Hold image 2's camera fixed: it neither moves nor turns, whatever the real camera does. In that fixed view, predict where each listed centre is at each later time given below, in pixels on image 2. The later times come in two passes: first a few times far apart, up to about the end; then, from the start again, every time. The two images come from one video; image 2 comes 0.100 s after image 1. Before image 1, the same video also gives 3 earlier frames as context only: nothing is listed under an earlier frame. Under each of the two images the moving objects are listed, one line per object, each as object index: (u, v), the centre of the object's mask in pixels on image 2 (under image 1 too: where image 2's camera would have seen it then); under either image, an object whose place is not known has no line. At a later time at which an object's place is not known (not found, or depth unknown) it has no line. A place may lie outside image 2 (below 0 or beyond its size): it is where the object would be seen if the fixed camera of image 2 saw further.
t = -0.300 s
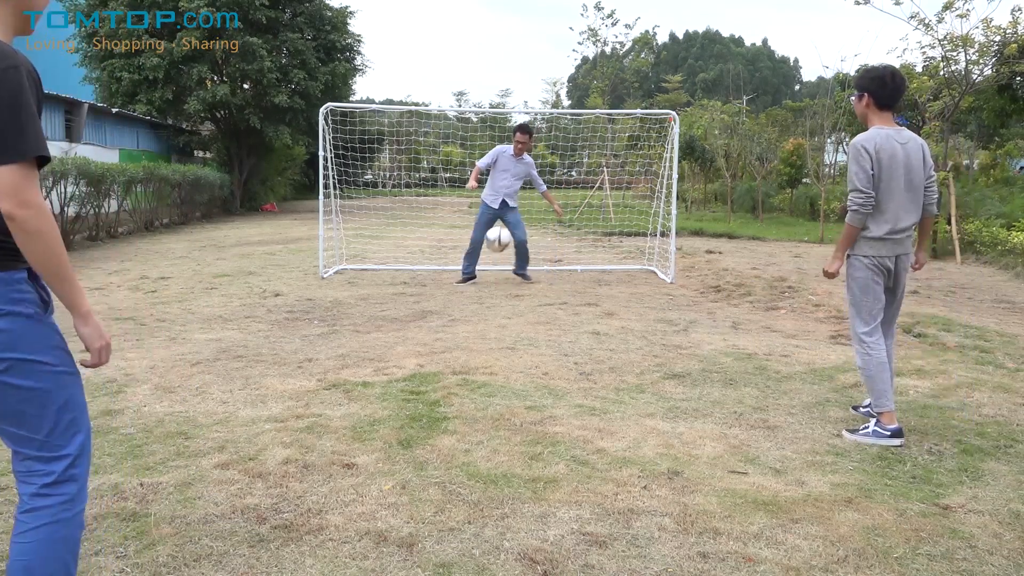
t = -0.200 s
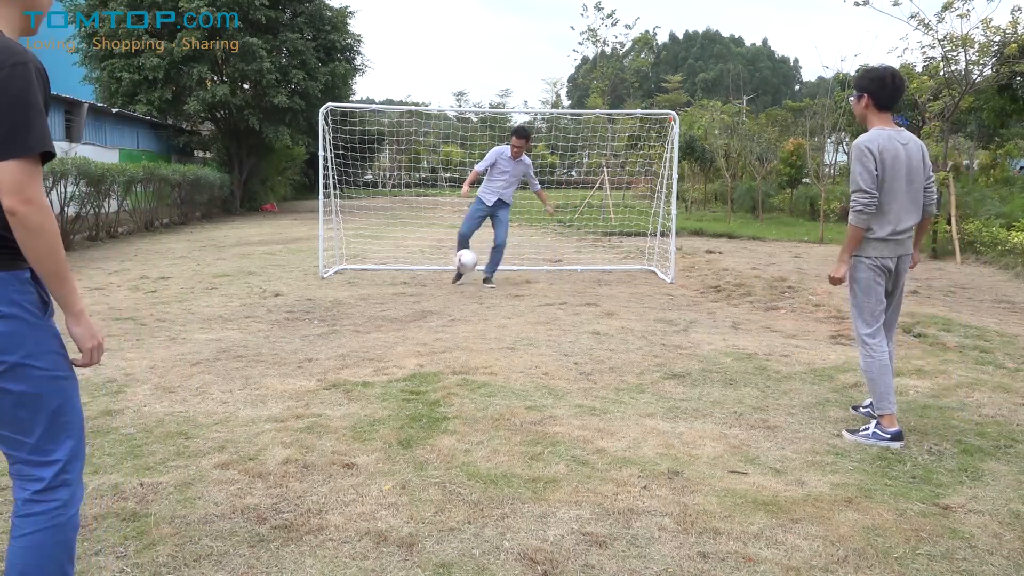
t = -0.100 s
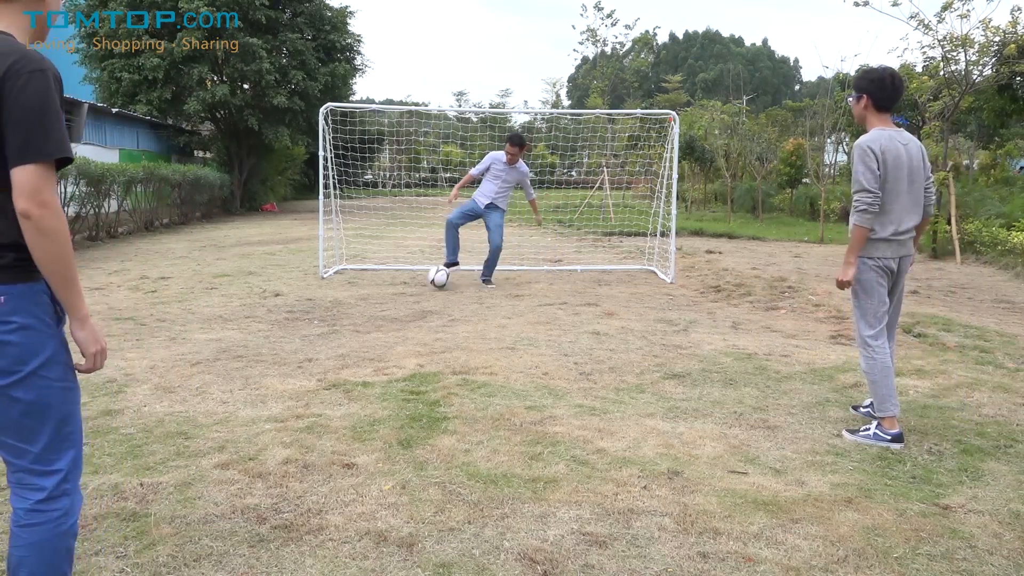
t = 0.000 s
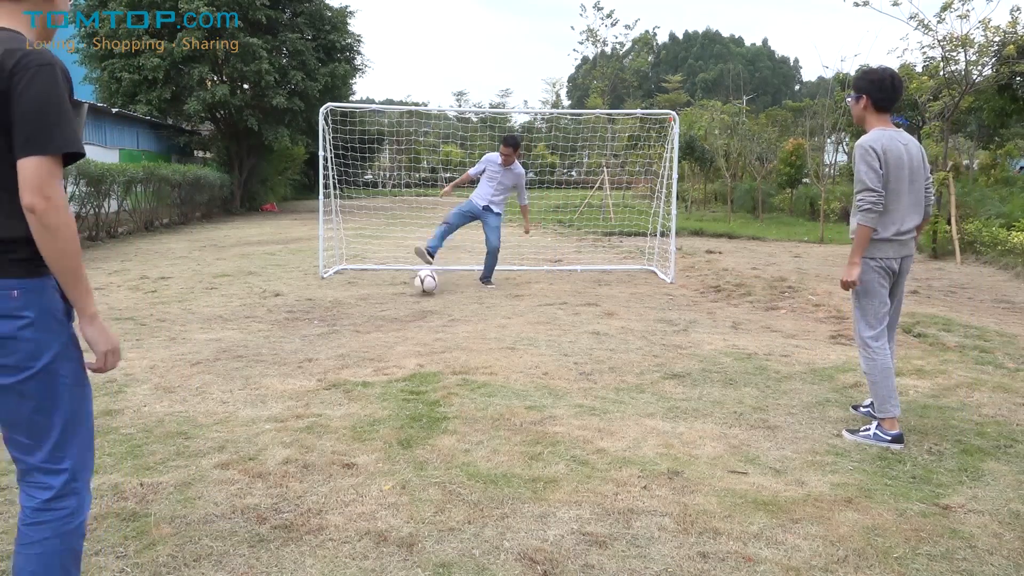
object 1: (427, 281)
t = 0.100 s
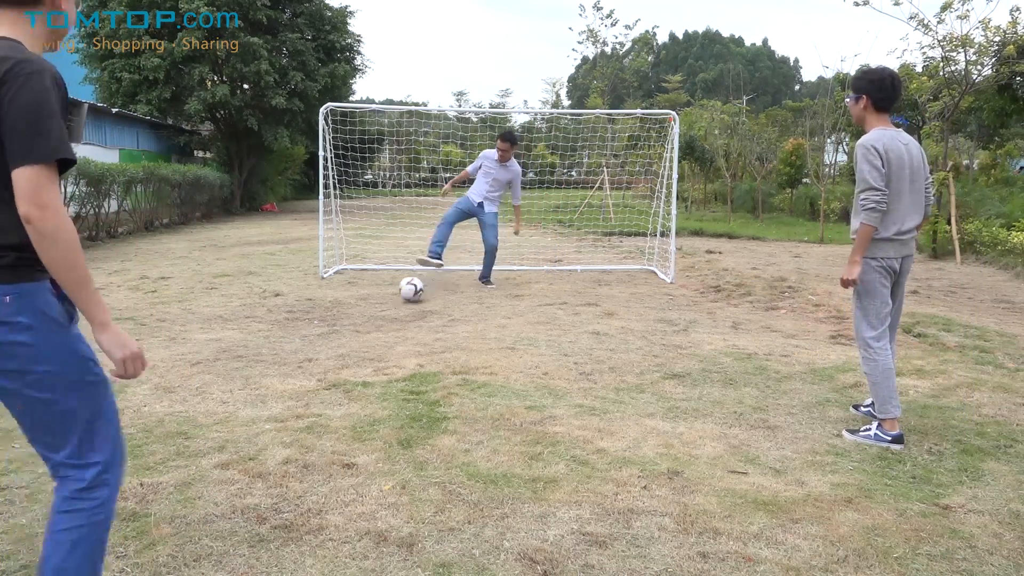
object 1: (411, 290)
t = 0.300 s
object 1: (380, 300)
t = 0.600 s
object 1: (330, 317)
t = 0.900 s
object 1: (272, 330)
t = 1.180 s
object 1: (216, 344)
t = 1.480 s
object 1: (157, 363)
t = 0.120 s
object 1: (408, 291)
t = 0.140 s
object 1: (404, 290)
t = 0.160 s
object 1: (402, 292)
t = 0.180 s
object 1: (398, 293)
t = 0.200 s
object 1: (396, 295)
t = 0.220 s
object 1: (392, 297)
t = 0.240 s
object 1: (389, 298)
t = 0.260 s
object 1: (386, 299)
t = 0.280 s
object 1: (383, 300)
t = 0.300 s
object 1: (380, 300)
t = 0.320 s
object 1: (378, 301)
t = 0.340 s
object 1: (374, 302)
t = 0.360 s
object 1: (371, 304)
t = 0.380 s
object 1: (367, 305)
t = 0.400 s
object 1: (365, 307)
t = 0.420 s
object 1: (362, 308)
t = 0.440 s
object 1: (359, 309)
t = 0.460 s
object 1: (355, 311)
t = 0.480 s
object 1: (352, 312)
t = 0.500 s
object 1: (349, 314)
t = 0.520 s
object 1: (346, 315)
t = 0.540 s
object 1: (343, 316)
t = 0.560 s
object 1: (339, 317)
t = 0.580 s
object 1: (335, 317)
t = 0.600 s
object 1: (330, 317)
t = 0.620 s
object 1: (326, 317)
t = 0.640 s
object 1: (322, 318)
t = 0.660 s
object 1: (318, 319)
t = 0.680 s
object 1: (314, 320)
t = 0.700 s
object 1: (311, 323)
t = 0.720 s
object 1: (307, 323)
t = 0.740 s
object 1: (303, 324)
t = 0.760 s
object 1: (299, 324)
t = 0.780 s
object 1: (295, 325)
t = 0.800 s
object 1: (291, 327)
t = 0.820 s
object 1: (287, 329)
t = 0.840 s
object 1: (283, 330)
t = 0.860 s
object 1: (280, 331)
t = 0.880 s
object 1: (276, 330)
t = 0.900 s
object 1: (272, 330)
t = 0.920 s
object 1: (269, 331)
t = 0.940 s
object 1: (264, 330)
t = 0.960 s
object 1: (260, 332)
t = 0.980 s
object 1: (257, 334)
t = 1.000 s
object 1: (253, 334)
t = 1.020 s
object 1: (248, 335)
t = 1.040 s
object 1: (245, 336)
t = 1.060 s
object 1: (240, 338)
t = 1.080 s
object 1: (236, 338)
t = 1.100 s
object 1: (232, 340)
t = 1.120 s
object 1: (228, 340)
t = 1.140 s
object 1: (224, 342)
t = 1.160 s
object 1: (221, 343)
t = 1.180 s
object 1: (216, 344)
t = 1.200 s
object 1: (213, 345)
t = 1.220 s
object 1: (209, 345)
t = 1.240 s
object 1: (205, 347)
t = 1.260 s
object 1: (202, 348)
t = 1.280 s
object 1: (198, 350)
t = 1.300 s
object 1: (193, 351)
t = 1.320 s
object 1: (189, 351)
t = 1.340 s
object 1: (185, 351)
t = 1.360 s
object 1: (181, 353)
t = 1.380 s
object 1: (177, 354)
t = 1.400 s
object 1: (174, 355)
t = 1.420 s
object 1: (170, 358)
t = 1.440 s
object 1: (165, 360)
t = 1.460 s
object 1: (161, 361)
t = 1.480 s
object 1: (157, 363)
